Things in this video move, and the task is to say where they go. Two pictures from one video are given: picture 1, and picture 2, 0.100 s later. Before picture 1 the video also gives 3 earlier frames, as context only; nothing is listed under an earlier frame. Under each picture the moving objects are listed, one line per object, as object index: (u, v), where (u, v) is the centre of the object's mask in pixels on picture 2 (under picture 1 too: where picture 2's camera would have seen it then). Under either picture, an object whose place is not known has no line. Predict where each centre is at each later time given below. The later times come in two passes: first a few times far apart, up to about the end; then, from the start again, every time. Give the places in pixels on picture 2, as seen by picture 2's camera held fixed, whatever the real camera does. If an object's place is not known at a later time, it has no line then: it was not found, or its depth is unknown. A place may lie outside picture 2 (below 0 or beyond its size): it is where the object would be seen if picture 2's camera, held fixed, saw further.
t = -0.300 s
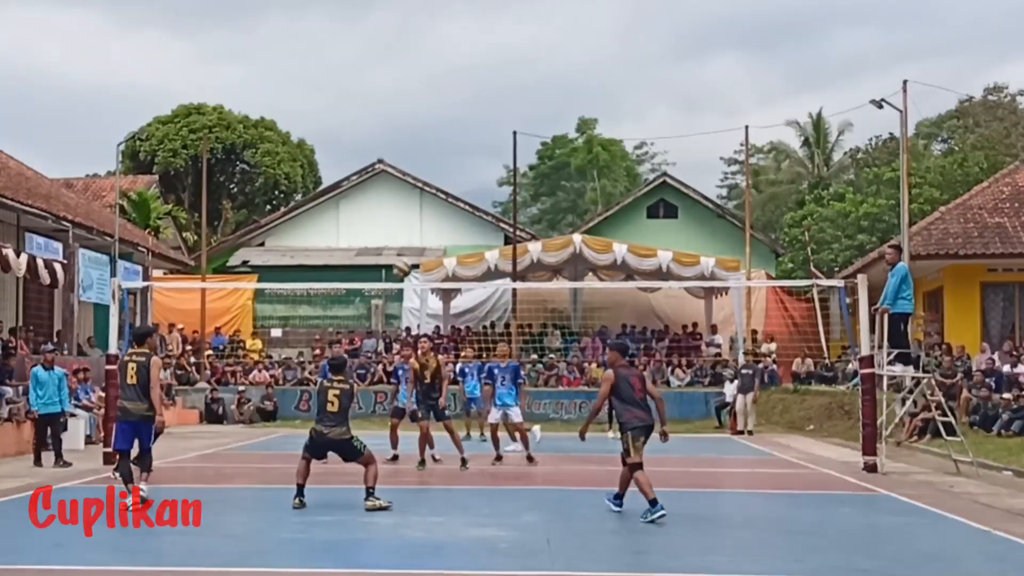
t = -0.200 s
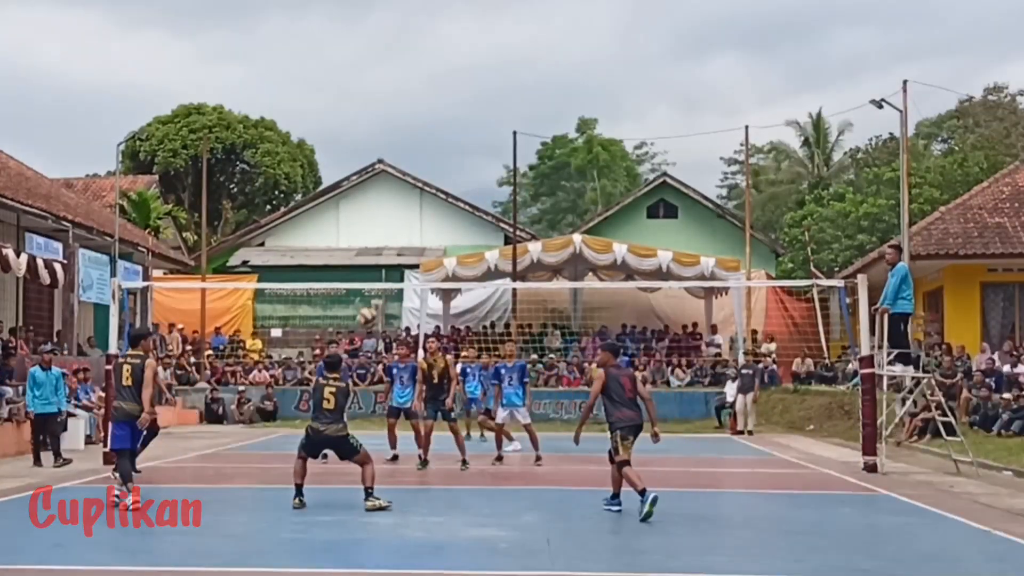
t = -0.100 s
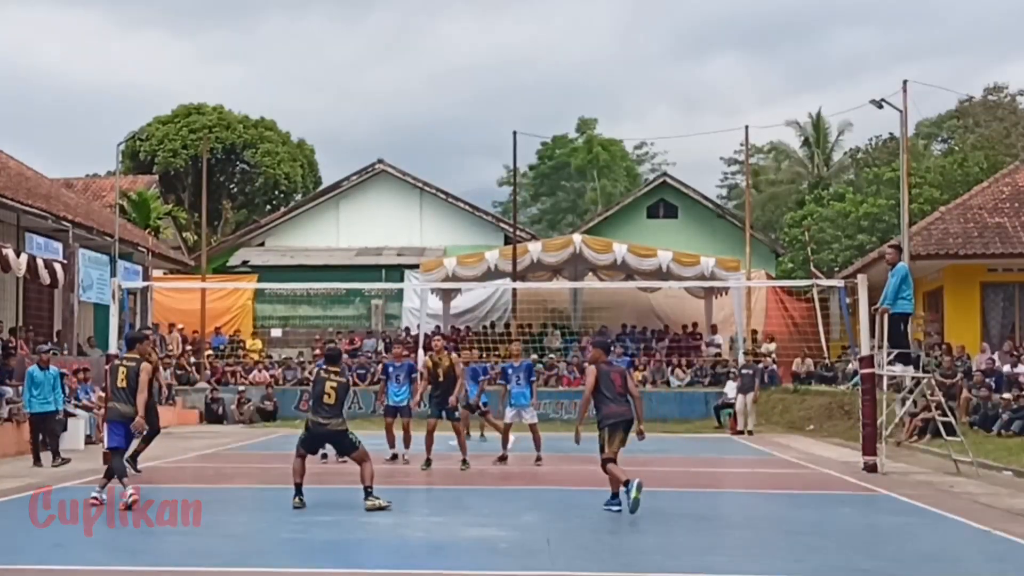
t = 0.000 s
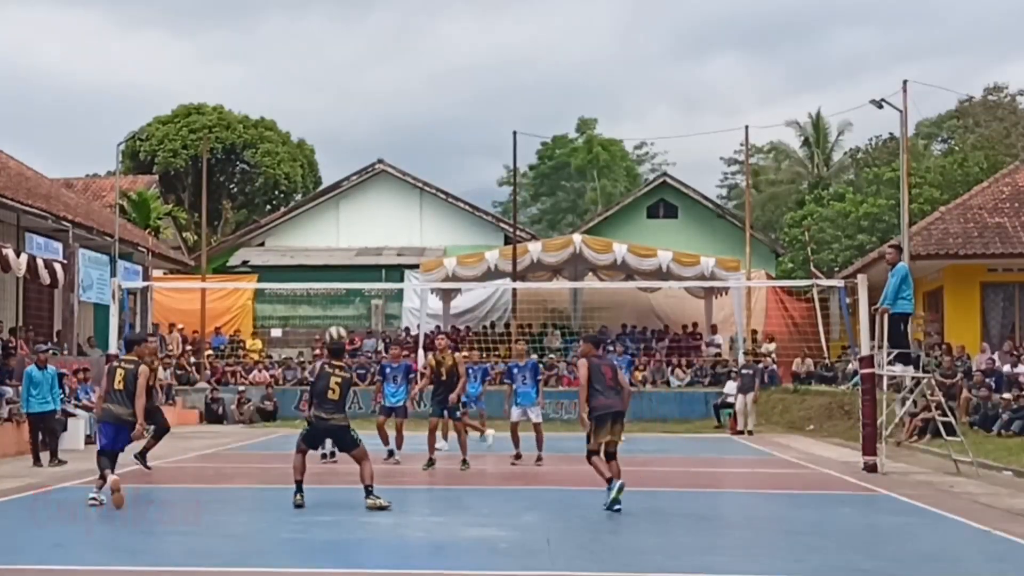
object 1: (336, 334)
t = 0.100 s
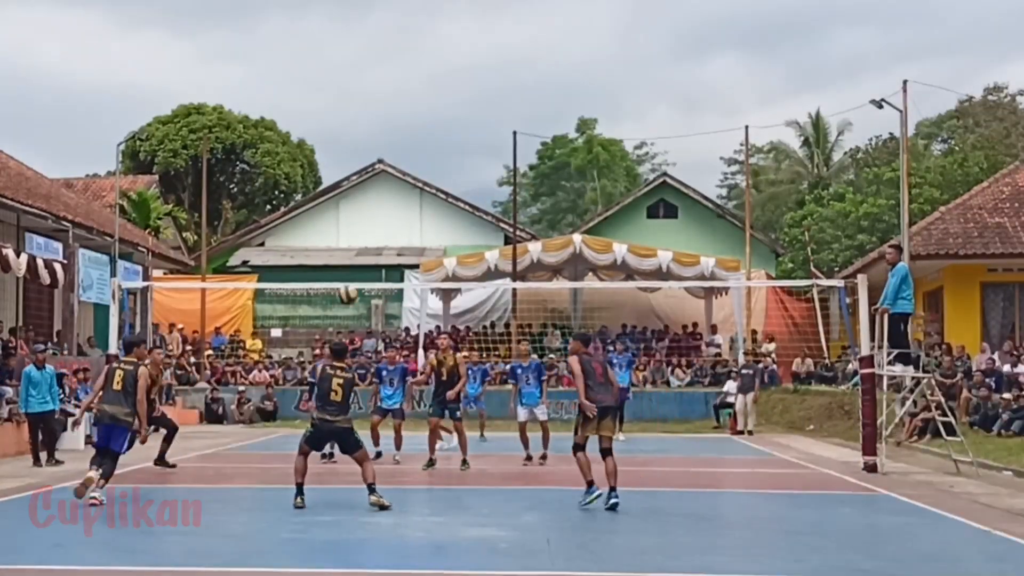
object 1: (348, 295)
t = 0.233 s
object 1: (360, 257)
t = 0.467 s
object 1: (381, 234)
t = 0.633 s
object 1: (393, 247)
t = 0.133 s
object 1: (350, 282)
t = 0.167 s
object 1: (354, 272)
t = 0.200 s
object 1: (357, 264)
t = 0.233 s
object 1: (360, 257)
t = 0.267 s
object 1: (363, 250)
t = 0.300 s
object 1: (366, 245)
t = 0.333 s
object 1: (369, 241)
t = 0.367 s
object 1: (372, 238)
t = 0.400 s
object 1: (375, 235)
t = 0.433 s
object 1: (378, 234)
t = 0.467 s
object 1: (381, 234)
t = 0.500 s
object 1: (384, 235)
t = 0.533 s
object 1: (386, 237)
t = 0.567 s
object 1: (389, 239)
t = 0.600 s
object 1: (391, 242)
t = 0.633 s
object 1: (393, 247)
